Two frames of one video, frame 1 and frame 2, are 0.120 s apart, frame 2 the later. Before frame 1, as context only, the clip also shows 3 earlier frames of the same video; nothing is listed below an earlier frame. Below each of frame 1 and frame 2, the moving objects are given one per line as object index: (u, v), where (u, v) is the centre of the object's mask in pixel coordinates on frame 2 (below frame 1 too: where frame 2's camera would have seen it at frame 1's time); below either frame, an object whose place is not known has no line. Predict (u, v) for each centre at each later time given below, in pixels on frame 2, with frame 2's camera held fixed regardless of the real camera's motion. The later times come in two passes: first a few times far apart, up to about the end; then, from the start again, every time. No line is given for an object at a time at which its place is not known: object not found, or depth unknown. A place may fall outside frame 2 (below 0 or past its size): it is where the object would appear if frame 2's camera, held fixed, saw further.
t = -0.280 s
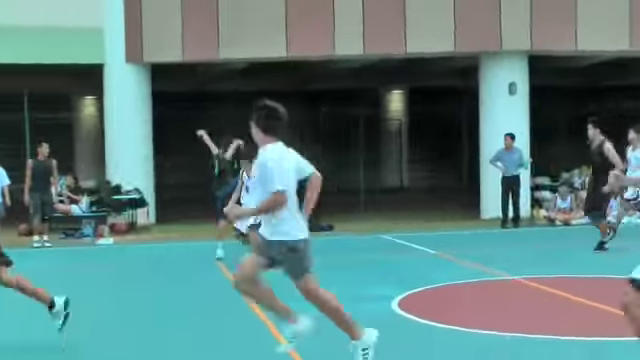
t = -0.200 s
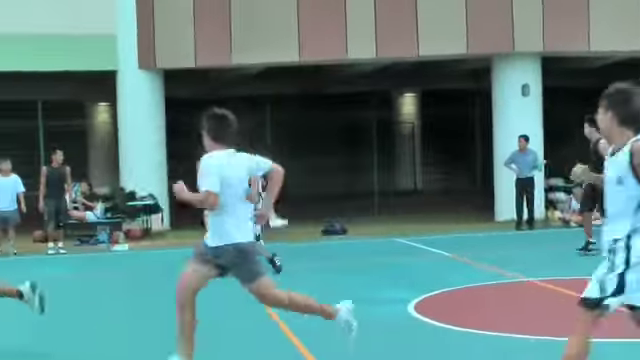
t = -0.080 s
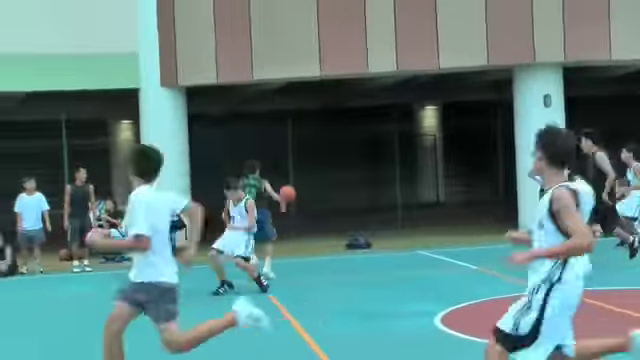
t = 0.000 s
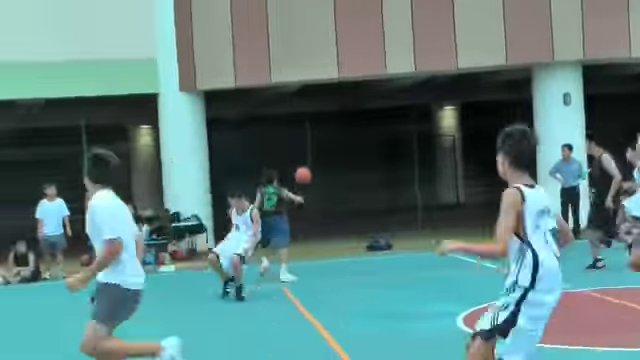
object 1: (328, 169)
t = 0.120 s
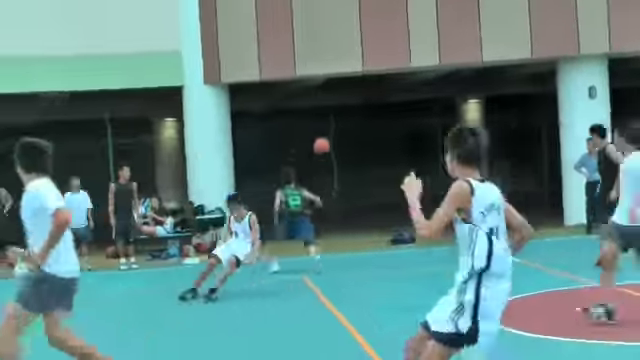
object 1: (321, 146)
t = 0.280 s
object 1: (314, 131)
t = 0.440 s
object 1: (309, 133)
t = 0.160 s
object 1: (319, 140)
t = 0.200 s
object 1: (318, 136)
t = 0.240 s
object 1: (316, 133)
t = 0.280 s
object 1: (314, 131)
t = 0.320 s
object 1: (312, 130)
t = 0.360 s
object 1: (311, 130)
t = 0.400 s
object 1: (309, 131)
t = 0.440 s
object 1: (309, 133)
